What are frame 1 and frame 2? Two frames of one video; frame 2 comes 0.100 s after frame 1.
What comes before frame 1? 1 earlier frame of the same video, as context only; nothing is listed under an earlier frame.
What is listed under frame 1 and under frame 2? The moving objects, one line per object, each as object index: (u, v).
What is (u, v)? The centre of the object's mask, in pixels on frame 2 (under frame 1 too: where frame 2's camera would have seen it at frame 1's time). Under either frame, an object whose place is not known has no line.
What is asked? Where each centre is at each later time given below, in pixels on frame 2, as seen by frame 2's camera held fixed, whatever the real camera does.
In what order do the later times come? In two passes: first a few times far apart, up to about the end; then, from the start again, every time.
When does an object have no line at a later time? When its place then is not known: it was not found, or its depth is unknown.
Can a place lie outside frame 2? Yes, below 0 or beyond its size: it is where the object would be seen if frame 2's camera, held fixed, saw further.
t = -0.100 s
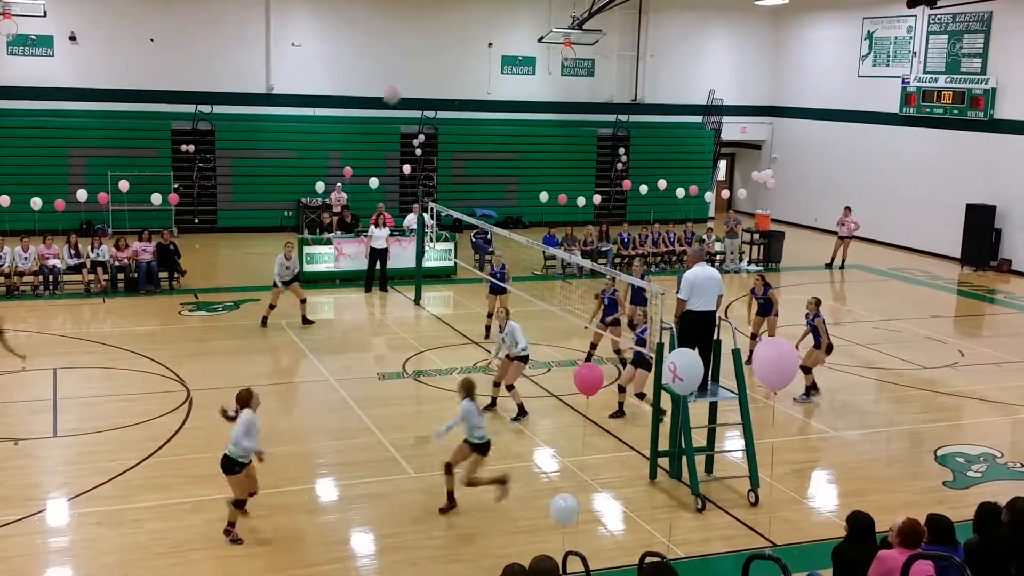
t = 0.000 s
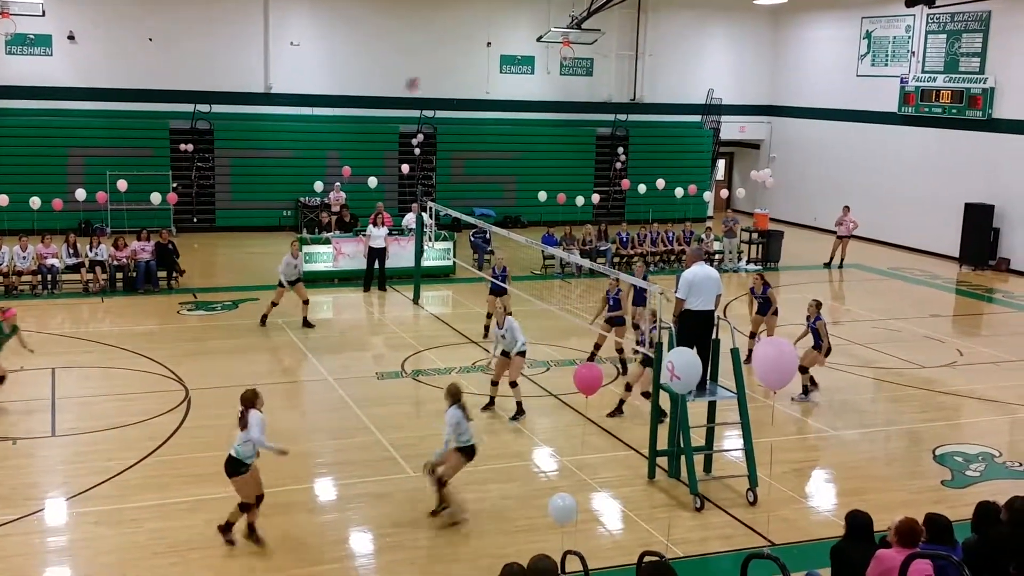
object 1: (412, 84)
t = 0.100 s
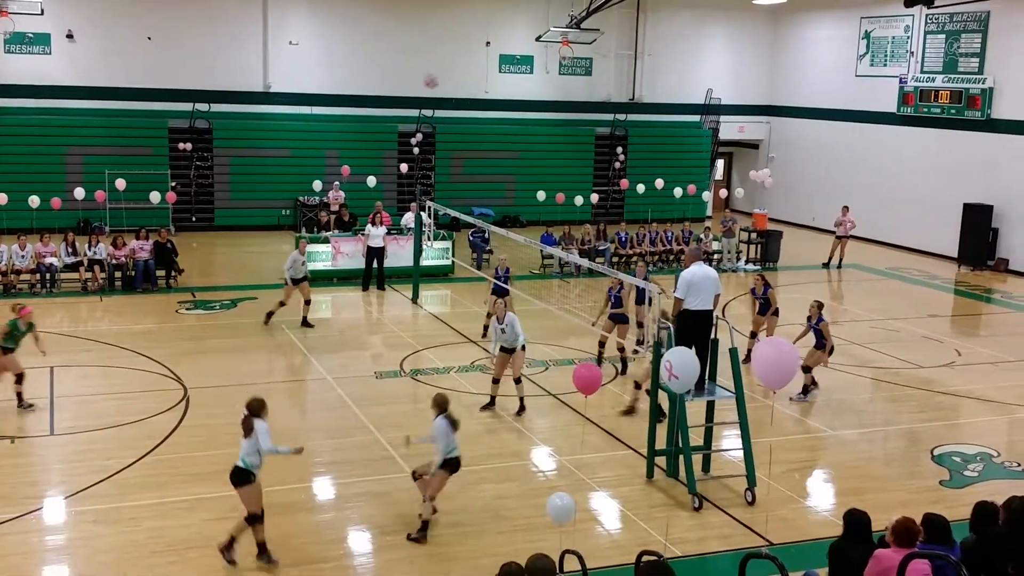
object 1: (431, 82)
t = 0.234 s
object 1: (457, 93)
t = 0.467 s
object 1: (495, 138)
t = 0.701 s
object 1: (528, 219)
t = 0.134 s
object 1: (437, 83)
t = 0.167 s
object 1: (443, 84)
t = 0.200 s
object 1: (449, 85)
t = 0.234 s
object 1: (457, 93)
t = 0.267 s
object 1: (462, 96)
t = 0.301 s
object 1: (469, 101)
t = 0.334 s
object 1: (473, 105)
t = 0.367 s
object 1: (478, 111)
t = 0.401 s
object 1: (485, 120)
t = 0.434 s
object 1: (490, 128)
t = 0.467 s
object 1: (495, 138)
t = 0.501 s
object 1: (500, 147)
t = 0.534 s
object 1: (505, 158)
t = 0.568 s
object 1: (510, 169)
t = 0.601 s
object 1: (514, 181)
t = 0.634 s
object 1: (519, 193)
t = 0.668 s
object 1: (524, 207)
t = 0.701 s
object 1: (528, 219)
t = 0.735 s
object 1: (532, 234)
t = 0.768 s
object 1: (536, 252)
